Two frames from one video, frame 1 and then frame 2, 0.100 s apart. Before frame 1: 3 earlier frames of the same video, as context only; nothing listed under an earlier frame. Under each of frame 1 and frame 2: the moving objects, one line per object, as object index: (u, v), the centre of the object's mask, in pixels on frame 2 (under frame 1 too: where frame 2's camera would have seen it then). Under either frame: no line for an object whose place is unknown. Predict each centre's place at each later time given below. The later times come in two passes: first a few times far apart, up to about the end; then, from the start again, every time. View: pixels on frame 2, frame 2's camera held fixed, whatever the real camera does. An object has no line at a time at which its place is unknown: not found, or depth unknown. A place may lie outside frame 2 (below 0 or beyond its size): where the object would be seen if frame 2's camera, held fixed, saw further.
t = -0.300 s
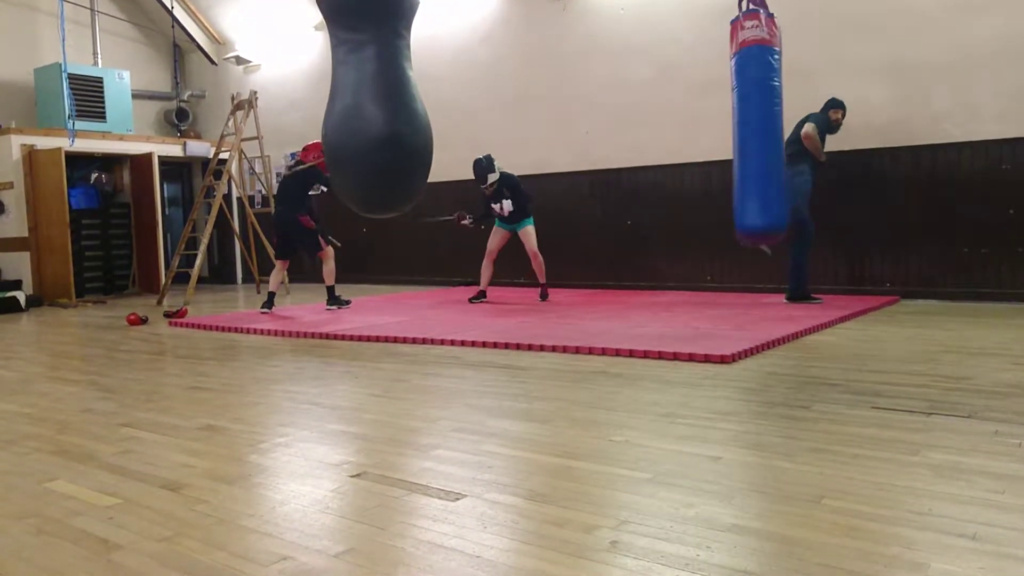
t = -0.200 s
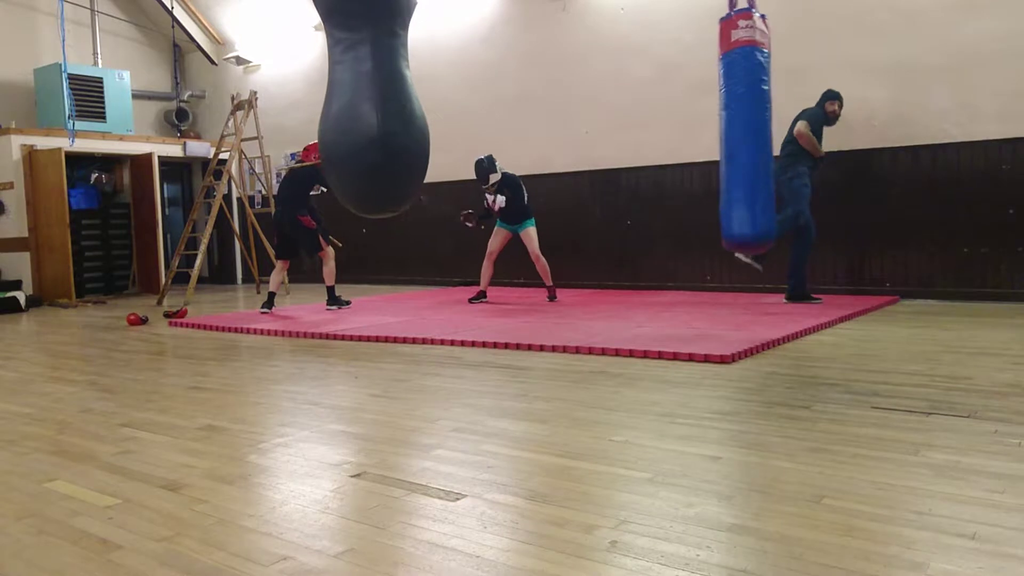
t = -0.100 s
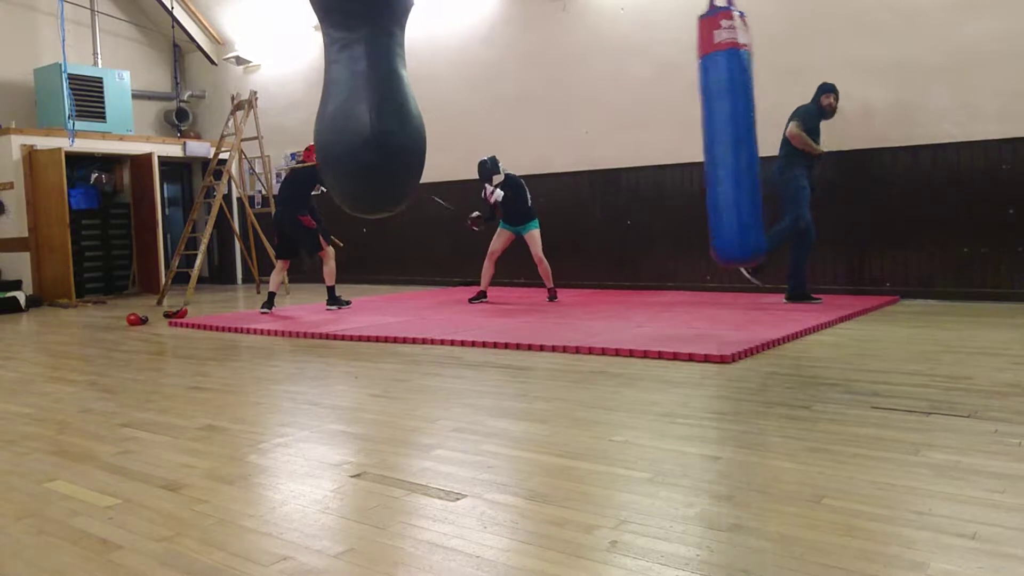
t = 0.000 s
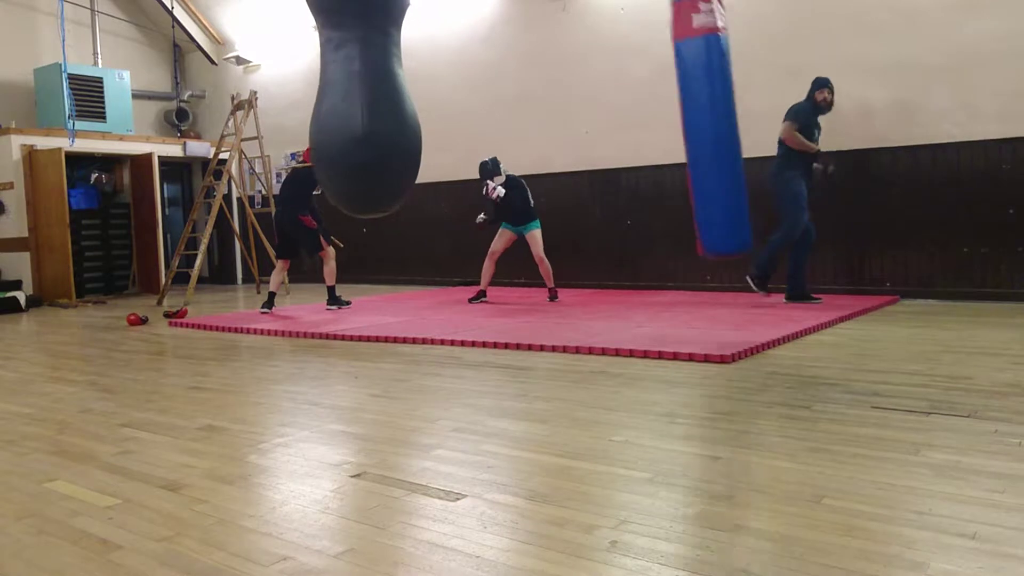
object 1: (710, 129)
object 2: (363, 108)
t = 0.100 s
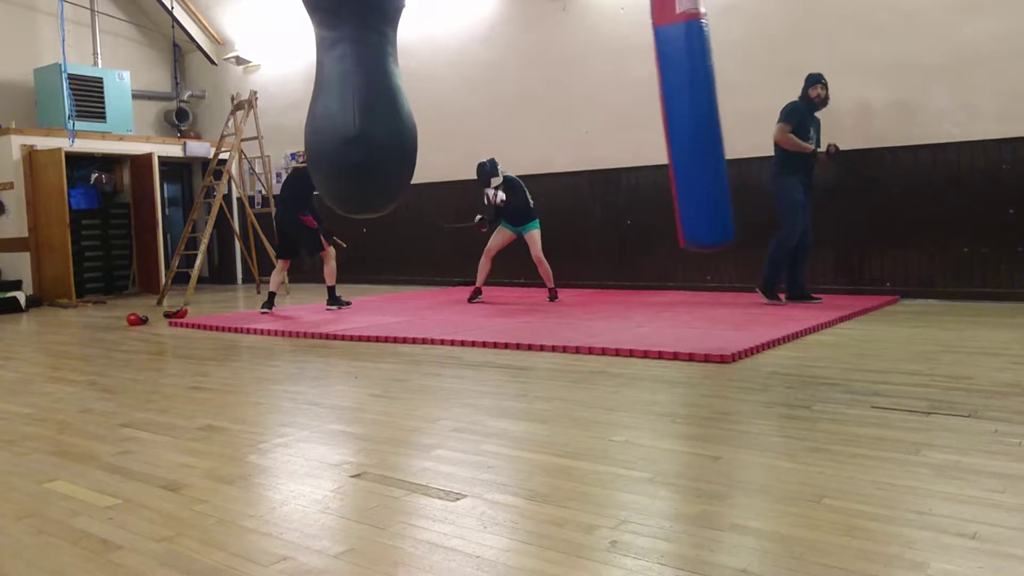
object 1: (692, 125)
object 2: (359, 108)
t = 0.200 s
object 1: (674, 126)
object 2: (354, 109)
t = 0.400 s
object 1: (645, 128)
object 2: (345, 109)
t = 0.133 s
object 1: (686, 125)
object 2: (357, 108)
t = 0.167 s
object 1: (680, 125)
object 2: (356, 108)
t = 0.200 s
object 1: (674, 126)
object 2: (354, 109)
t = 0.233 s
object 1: (669, 128)
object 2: (353, 109)
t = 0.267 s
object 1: (663, 130)
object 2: (351, 109)
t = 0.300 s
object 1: (658, 132)
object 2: (350, 108)
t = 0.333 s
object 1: (654, 133)
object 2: (349, 109)
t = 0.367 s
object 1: (650, 131)
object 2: (347, 109)
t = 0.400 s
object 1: (645, 128)
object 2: (345, 109)
